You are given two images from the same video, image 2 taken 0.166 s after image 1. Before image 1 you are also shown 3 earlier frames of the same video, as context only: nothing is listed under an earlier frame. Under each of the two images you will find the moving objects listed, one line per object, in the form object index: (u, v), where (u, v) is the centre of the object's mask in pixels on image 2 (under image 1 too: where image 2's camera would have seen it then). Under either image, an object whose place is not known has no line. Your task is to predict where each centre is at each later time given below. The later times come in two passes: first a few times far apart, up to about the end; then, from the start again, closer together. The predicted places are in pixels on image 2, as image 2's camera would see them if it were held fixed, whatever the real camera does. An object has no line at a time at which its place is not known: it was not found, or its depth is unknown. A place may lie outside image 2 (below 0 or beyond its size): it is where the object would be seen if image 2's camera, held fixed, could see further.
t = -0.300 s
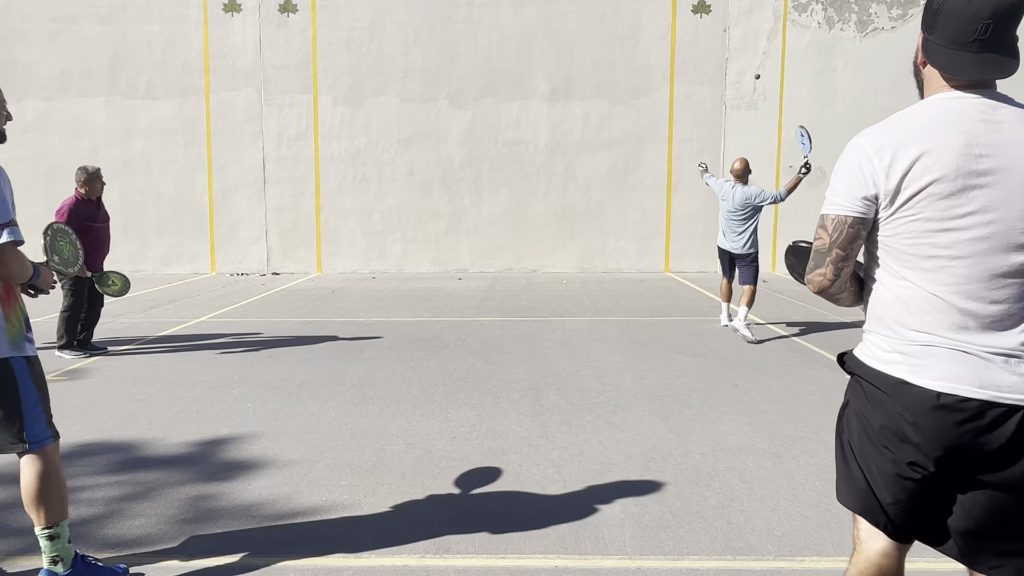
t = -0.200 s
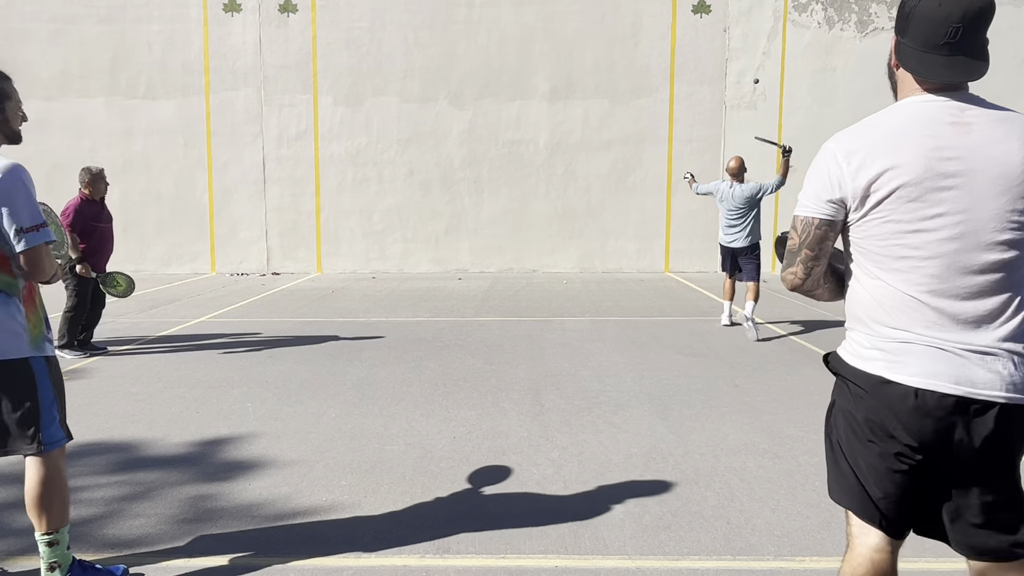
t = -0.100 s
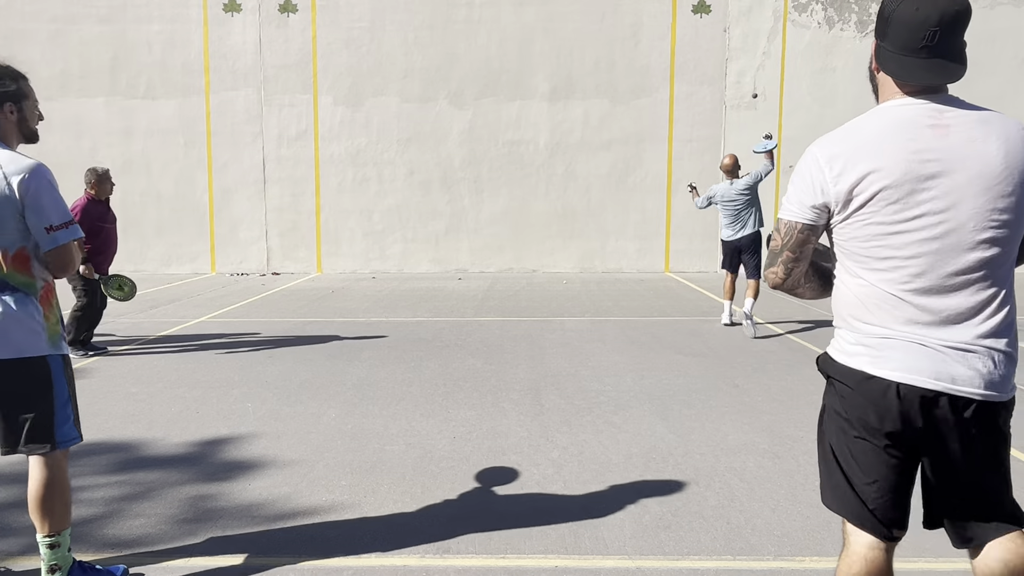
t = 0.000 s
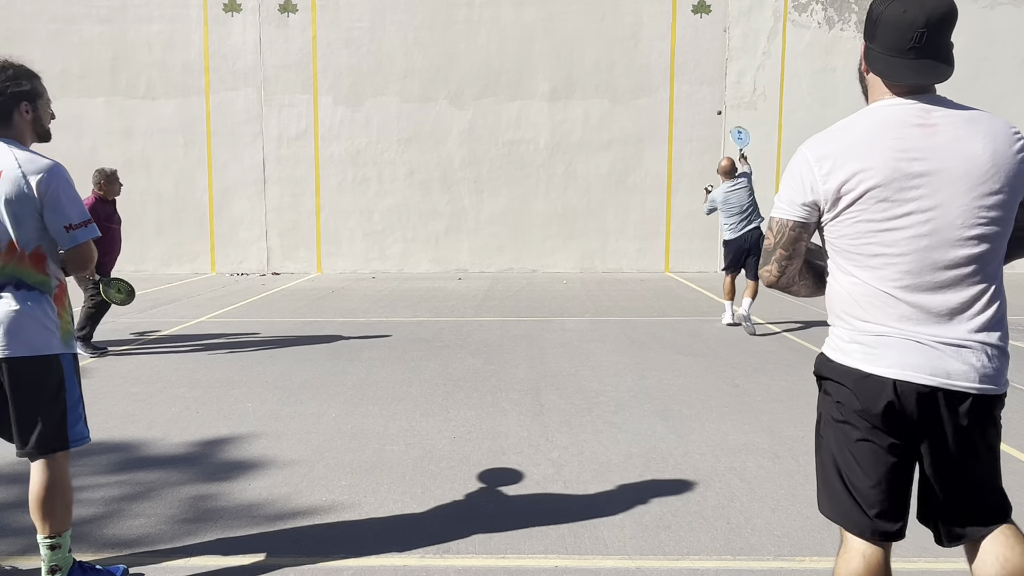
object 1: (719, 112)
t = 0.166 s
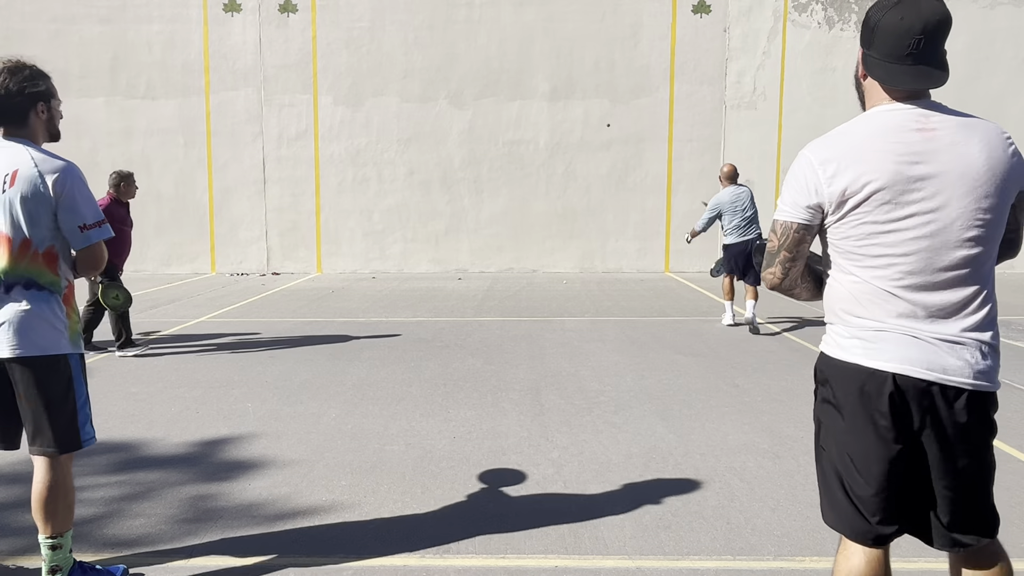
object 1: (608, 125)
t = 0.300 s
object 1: (588, 121)
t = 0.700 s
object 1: (528, 176)
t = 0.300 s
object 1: (588, 121)
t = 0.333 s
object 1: (586, 120)
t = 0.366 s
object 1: (582, 119)
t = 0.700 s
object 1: (528, 176)
